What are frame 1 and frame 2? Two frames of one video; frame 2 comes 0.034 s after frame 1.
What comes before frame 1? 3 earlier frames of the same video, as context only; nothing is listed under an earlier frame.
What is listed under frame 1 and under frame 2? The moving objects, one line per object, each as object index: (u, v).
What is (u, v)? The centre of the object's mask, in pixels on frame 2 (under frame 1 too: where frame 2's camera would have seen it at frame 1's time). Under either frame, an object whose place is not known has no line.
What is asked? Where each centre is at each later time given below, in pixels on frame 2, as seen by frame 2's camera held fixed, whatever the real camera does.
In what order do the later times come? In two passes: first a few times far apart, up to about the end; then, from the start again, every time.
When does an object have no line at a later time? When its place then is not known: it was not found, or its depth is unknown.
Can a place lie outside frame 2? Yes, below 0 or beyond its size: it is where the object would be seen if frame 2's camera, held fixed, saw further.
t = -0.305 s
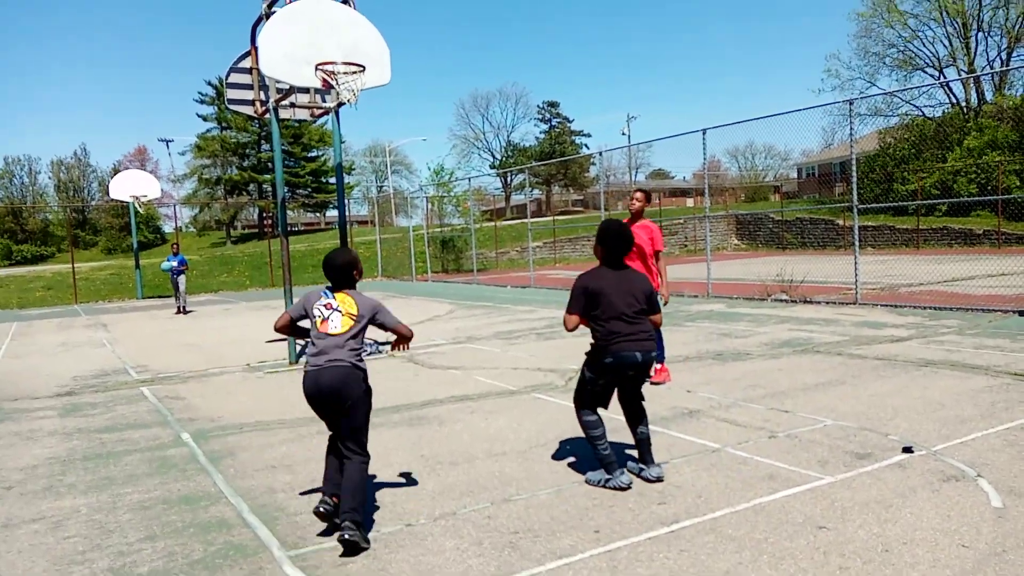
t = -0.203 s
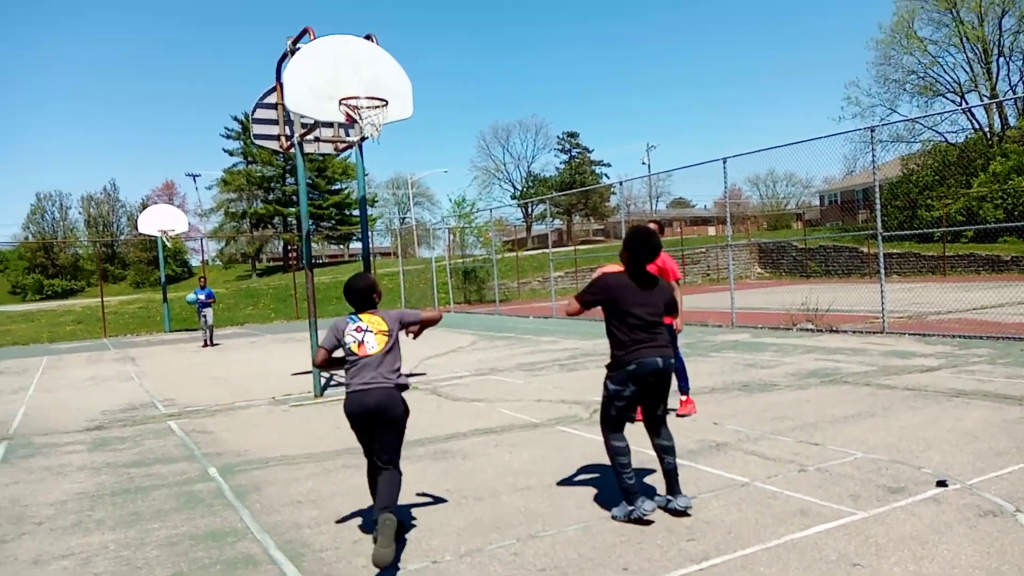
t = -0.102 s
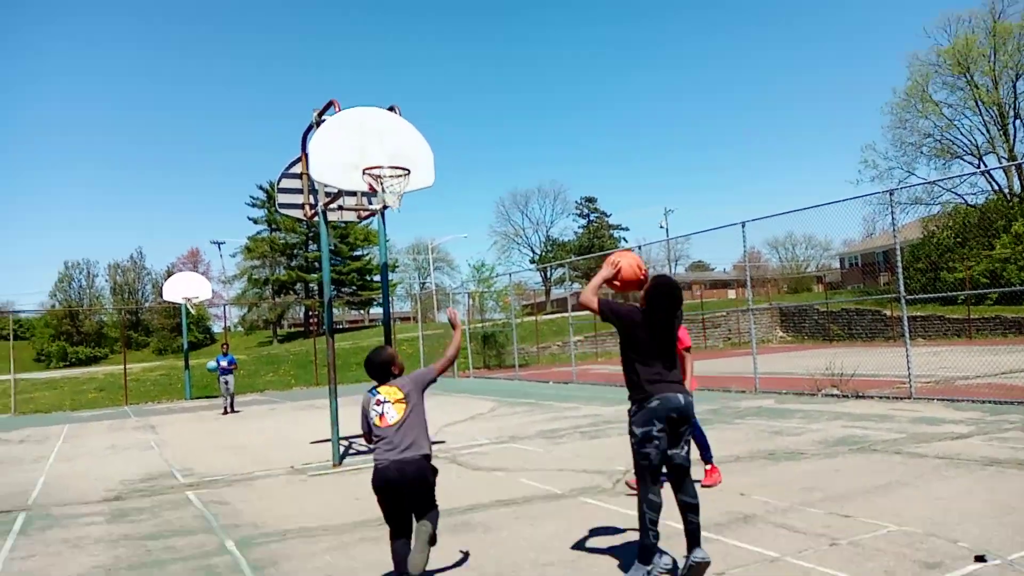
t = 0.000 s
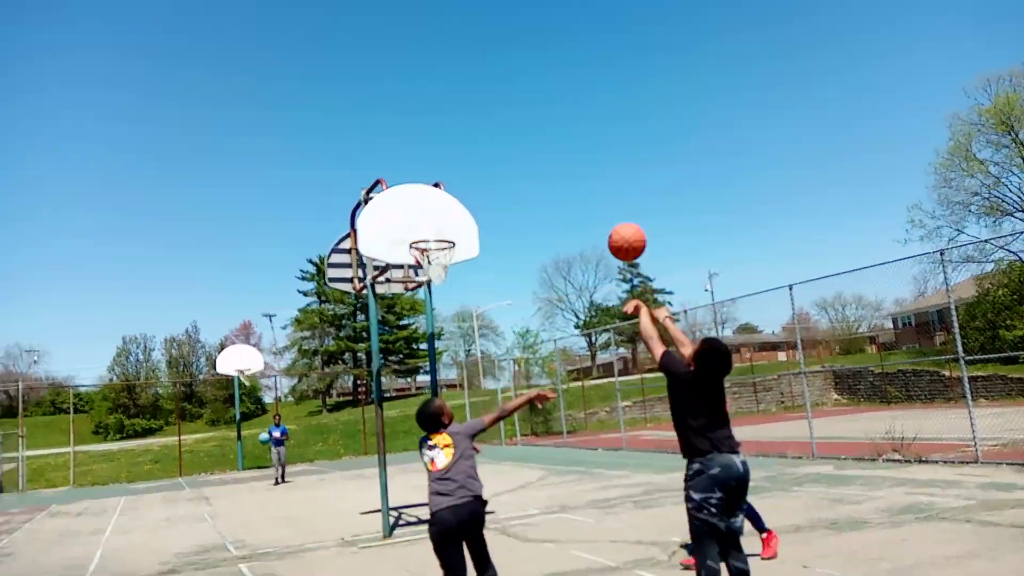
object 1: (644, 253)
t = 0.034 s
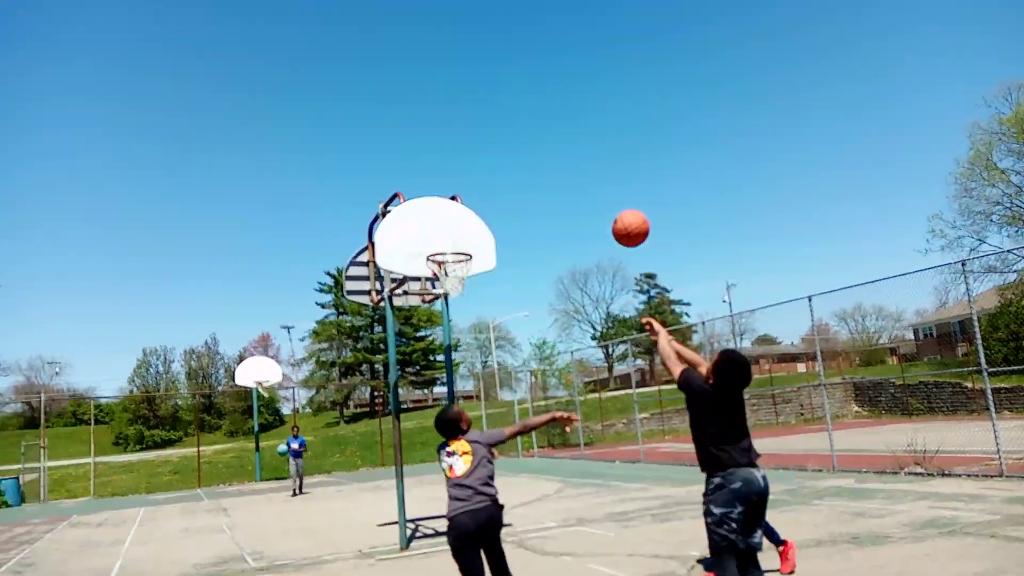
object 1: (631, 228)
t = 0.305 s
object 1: (556, 113)
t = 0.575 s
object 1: (512, 98)
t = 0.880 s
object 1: (487, 159)
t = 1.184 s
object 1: (490, 233)
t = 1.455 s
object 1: (533, 220)
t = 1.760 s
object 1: (586, 278)
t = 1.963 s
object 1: (624, 357)
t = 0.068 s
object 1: (619, 206)
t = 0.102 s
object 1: (608, 187)
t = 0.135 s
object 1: (599, 171)
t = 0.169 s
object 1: (589, 155)
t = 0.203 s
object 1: (579, 142)
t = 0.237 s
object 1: (570, 131)
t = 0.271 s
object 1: (563, 121)
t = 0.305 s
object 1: (556, 113)
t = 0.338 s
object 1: (550, 106)
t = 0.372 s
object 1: (543, 101)
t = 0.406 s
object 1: (536, 99)
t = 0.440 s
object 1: (531, 96)
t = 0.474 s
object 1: (526, 94)
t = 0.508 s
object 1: (521, 94)
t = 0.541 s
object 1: (516, 96)
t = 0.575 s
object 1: (512, 98)
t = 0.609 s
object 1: (508, 100)
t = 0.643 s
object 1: (504, 105)
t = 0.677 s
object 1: (502, 109)
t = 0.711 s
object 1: (499, 115)
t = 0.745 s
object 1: (496, 122)
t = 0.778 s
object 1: (493, 129)
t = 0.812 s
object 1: (491, 138)
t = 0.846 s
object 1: (489, 148)
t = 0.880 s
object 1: (487, 159)
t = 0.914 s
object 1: (485, 170)
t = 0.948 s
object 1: (483, 182)
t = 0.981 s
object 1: (481, 195)
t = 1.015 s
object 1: (480, 209)
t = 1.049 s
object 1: (479, 224)
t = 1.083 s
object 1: (477, 240)
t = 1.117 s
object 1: (478, 248)
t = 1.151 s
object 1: (484, 240)
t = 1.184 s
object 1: (490, 233)
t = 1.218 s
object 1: (495, 228)
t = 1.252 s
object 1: (500, 223)
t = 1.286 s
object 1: (506, 220)
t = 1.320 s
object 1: (511, 218)
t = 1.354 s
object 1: (517, 217)
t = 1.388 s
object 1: (523, 217)
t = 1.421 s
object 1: (528, 218)
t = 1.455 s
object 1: (533, 220)
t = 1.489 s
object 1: (538, 223)
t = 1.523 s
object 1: (544, 227)
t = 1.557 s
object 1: (550, 231)
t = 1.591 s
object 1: (556, 237)
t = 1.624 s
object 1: (562, 243)
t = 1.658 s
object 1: (567, 250)
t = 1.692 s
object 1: (573, 259)
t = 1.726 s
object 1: (579, 268)
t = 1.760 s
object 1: (586, 278)
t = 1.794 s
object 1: (592, 288)
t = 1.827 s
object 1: (599, 300)
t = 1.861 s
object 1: (605, 313)
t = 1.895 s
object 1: (612, 327)
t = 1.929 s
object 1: (618, 341)
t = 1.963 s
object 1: (624, 357)
